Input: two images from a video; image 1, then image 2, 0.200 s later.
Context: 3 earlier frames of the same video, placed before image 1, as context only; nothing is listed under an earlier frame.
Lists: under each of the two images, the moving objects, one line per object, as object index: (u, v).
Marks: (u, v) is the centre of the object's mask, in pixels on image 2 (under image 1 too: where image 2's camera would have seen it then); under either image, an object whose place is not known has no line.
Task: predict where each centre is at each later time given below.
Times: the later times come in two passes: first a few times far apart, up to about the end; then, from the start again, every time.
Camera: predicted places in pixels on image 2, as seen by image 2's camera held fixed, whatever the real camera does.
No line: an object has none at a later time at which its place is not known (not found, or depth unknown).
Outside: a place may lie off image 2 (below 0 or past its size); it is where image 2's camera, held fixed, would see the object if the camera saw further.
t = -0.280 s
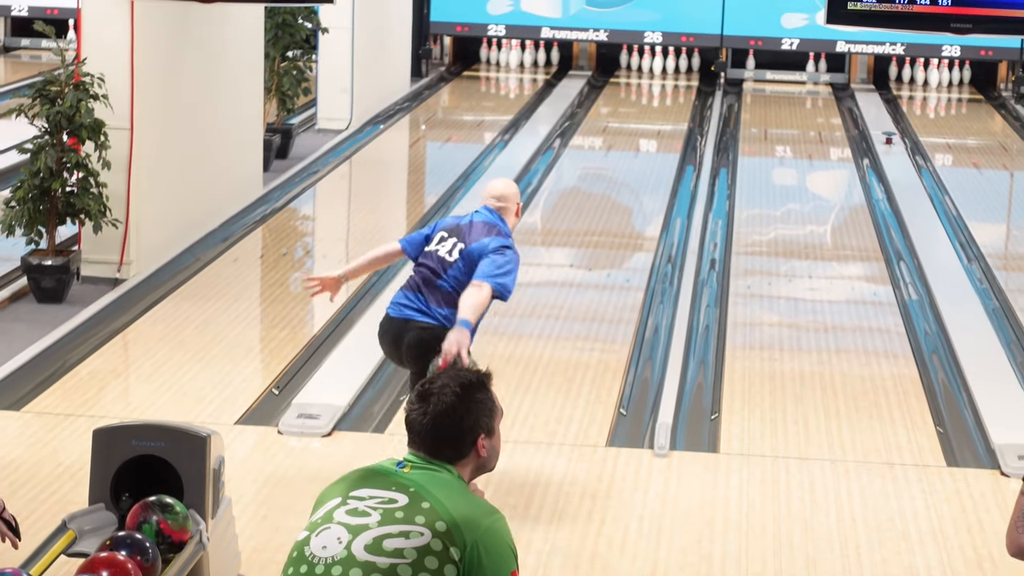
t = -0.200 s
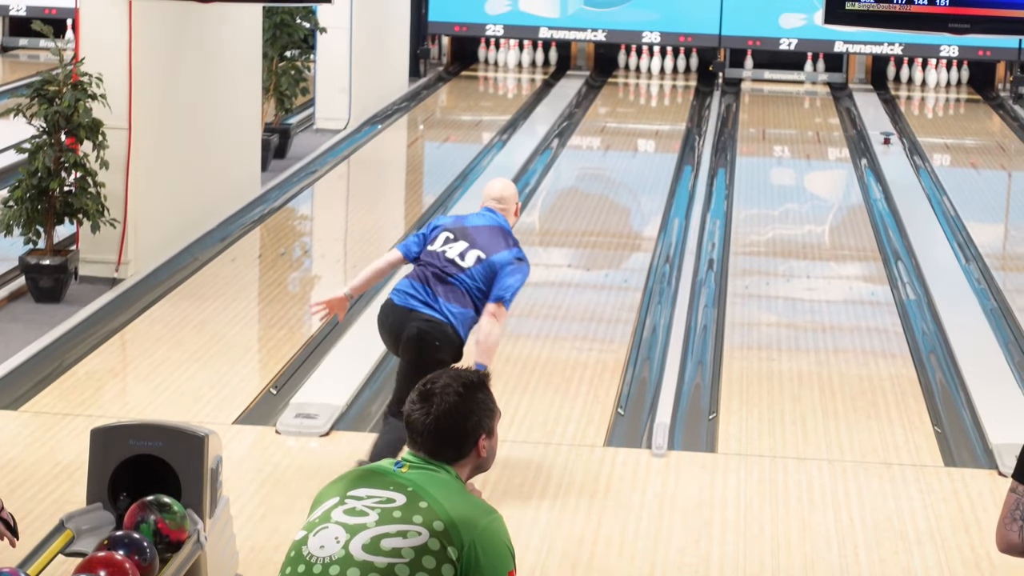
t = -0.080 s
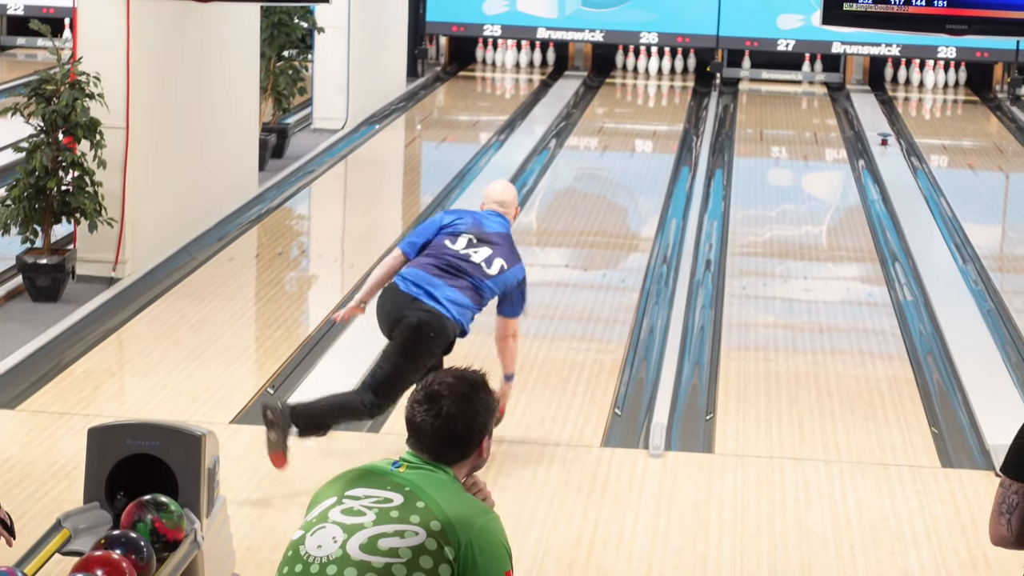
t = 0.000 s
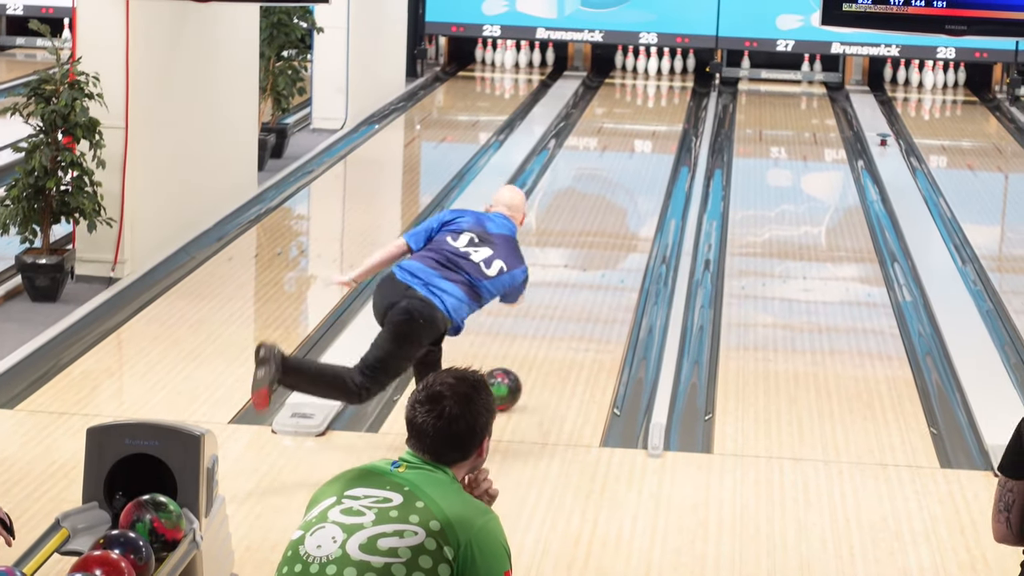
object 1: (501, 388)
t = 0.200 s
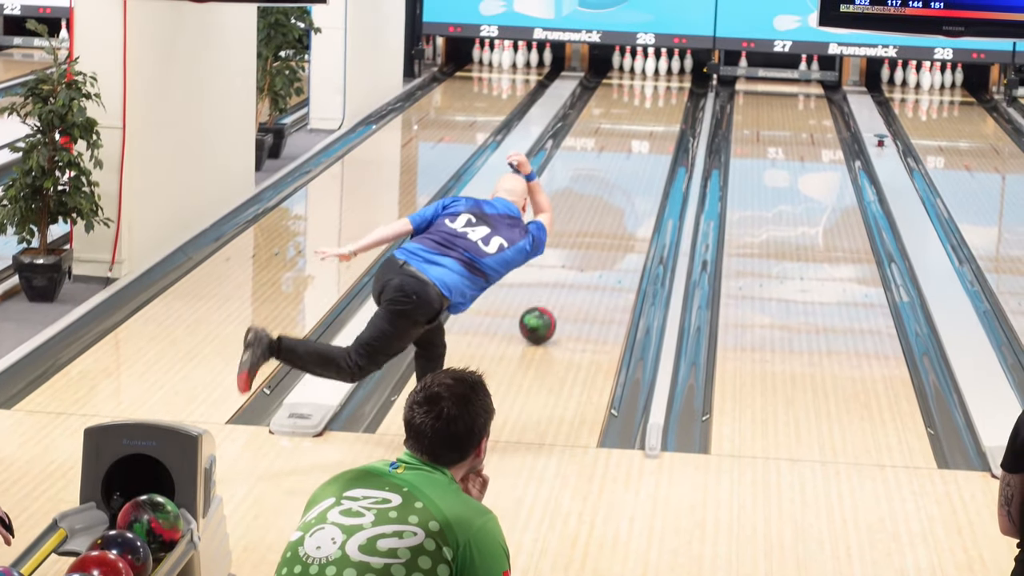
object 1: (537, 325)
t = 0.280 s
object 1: (550, 303)
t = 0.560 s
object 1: (587, 242)
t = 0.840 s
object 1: (613, 197)
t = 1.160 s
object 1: (634, 157)
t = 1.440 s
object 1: (648, 128)
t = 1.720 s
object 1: (657, 106)
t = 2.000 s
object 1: (658, 88)
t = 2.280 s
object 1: (652, 73)
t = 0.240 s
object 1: (544, 314)
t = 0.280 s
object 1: (550, 303)
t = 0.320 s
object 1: (556, 294)
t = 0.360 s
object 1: (562, 284)
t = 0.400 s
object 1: (567, 275)
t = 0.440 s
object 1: (573, 265)
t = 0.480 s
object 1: (577, 257)
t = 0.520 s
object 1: (582, 249)
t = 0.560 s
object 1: (587, 242)
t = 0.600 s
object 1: (591, 235)
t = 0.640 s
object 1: (595, 228)
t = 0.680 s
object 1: (599, 221)
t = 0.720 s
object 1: (602, 215)
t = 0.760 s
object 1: (606, 208)
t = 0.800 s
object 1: (610, 203)
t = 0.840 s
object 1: (613, 197)
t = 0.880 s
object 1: (616, 191)
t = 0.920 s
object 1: (619, 185)
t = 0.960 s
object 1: (622, 180)
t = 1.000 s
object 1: (625, 175)
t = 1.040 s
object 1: (627, 170)
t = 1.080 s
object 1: (630, 165)
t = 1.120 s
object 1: (632, 161)
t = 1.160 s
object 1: (634, 157)
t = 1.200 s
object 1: (636, 152)
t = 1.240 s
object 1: (638, 148)
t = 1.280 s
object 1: (641, 144)
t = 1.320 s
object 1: (642, 140)
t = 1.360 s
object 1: (644, 136)
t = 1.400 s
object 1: (646, 132)
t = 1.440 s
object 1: (648, 128)
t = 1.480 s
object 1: (649, 125)
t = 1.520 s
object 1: (651, 122)
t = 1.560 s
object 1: (652, 119)
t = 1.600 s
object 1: (654, 115)
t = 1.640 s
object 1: (655, 112)
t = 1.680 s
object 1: (656, 109)
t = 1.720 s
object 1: (657, 106)
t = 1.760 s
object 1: (657, 104)
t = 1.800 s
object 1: (658, 101)
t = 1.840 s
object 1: (659, 98)
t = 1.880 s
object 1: (658, 96)
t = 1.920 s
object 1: (658, 94)
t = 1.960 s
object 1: (658, 91)
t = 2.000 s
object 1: (658, 88)
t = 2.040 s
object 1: (657, 86)
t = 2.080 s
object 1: (657, 84)
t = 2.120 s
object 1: (656, 82)
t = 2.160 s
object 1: (655, 80)
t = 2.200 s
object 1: (654, 77)
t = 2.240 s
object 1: (653, 76)
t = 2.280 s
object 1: (652, 73)
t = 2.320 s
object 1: (653, 72)
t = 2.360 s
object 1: (652, 71)
